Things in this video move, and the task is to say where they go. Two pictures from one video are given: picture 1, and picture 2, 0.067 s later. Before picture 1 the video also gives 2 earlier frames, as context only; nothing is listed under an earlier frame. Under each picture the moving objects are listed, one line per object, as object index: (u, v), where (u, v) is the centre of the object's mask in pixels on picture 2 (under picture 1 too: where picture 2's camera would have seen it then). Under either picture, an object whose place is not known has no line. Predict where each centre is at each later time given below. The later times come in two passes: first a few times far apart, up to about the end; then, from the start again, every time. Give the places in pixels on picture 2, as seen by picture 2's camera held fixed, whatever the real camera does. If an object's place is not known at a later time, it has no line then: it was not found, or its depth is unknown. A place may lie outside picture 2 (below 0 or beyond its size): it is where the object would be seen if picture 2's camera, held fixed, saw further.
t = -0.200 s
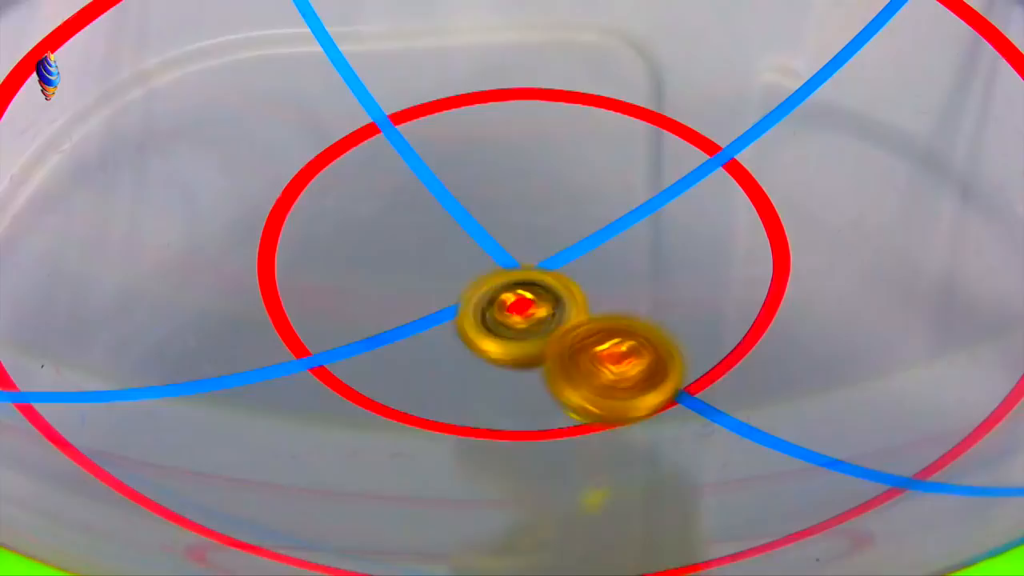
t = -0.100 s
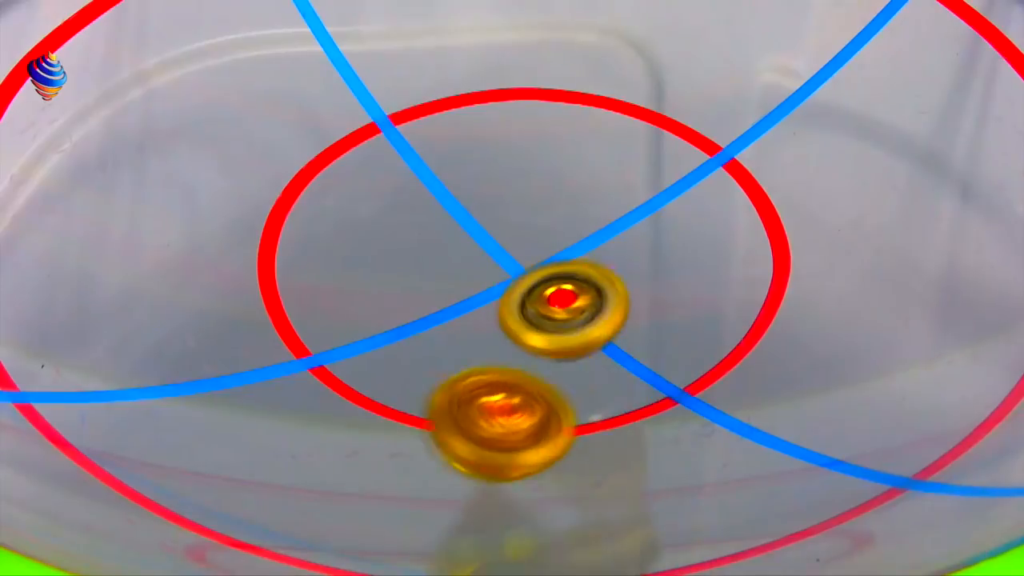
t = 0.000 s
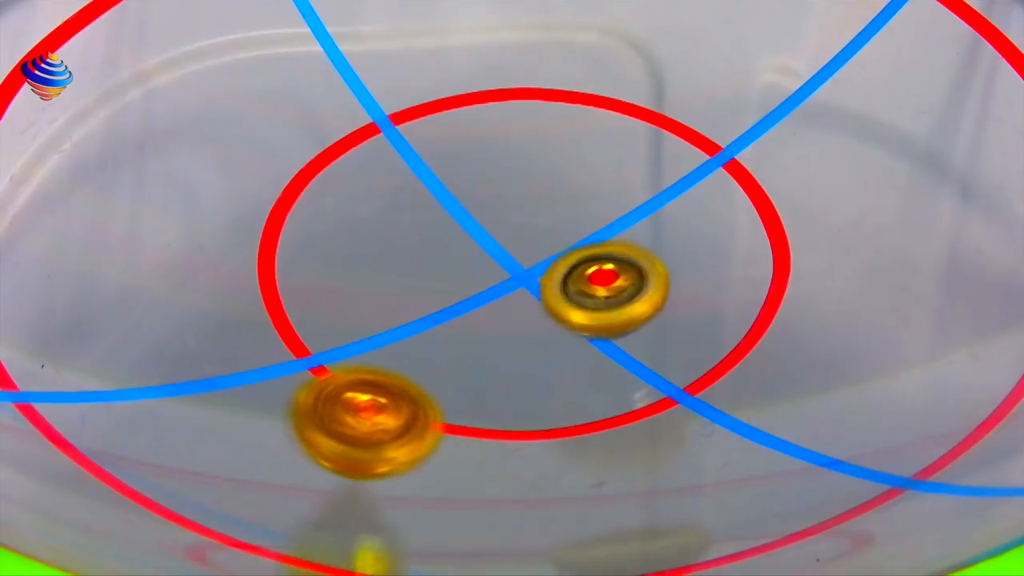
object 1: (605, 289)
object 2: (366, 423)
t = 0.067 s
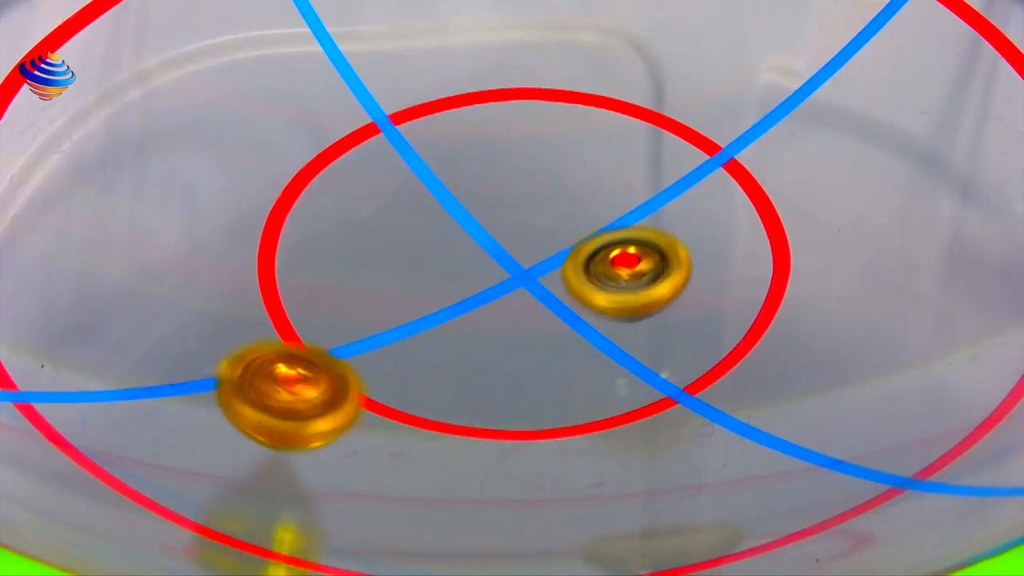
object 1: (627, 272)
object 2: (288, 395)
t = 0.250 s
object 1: (633, 217)
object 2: (230, 260)
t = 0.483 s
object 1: (506, 187)
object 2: (448, 109)
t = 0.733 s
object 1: (382, 253)
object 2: (762, 123)
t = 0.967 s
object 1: (480, 327)
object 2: (856, 283)
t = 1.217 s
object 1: (641, 239)
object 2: (579, 385)
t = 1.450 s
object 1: (571, 116)
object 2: (349, 238)
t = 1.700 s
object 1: (521, 70)
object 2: (299, 85)
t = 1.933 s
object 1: (556, 122)
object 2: (381, 113)
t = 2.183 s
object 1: (675, 171)
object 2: (485, 248)
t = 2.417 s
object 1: (711, 189)
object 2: (503, 328)
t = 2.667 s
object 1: (641, 229)
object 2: (459, 309)
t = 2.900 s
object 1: (641, 265)
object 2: (368, 242)
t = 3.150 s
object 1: (723, 244)
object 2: (354, 192)
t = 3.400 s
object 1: (653, 206)
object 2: (519, 220)
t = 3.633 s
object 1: (642, 170)
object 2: (438, 287)
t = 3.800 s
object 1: (557, 180)
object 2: (405, 287)
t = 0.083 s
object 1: (632, 267)
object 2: (275, 385)
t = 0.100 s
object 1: (636, 263)
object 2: (262, 375)
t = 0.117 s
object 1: (639, 257)
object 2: (250, 364)
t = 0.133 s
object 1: (641, 252)
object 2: (241, 352)
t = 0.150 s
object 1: (642, 248)
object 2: (234, 340)
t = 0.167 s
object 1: (643, 242)
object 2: (228, 326)
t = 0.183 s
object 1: (643, 237)
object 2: (225, 314)
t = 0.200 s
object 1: (641, 232)
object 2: (223, 301)
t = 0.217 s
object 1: (640, 227)
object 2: (224, 287)
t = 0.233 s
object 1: (636, 222)
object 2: (226, 273)
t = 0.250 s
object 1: (633, 217)
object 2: (230, 260)
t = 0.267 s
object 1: (628, 212)
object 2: (236, 247)
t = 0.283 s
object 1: (622, 208)
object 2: (244, 233)
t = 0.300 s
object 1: (616, 205)
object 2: (254, 220)
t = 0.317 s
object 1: (608, 201)
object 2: (266, 207)
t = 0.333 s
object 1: (601, 198)
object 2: (278, 196)
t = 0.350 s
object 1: (593, 195)
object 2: (293, 183)
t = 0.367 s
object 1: (584, 193)
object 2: (309, 172)
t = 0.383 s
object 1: (574, 191)
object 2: (326, 161)
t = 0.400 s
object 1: (563, 189)
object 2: (345, 151)
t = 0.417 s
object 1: (552, 188)
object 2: (364, 141)
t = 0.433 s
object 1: (541, 187)
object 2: (383, 132)
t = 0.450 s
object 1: (530, 187)
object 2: (404, 124)
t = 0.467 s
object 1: (518, 187)
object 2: (426, 116)
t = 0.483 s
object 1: (506, 187)
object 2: (448, 109)
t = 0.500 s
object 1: (494, 189)
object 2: (469, 103)
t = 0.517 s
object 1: (483, 190)
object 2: (491, 98)
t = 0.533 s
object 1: (470, 193)
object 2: (513, 93)
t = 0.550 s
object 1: (460, 195)
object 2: (535, 90)
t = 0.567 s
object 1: (448, 198)
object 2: (558, 88)
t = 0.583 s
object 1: (438, 202)
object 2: (581, 86)
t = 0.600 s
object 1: (429, 206)
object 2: (604, 86)
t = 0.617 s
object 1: (419, 211)
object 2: (625, 87)
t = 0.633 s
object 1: (411, 216)
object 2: (646, 89)
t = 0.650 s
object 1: (403, 221)
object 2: (666, 92)
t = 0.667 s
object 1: (396, 227)
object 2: (686, 96)
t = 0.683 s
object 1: (392, 233)
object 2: (707, 101)
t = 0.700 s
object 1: (388, 239)
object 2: (725, 107)
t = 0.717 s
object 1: (384, 246)
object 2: (744, 114)
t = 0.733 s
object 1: (382, 253)
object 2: (762, 123)
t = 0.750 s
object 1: (380, 259)
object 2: (778, 131)
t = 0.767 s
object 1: (380, 266)
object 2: (794, 140)
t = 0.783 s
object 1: (382, 273)
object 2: (809, 151)
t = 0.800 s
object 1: (385, 280)
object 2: (822, 161)
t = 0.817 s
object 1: (389, 287)
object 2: (833, 172)
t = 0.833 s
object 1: (393, 293)
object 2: (843, 184)
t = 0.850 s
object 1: (400, 299)
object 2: (851, 195)
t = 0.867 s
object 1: (409, 305)
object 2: (858, 208)
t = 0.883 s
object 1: (418, 311)
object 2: (862, 220)
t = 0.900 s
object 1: (429, 316)
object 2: (865, 232)
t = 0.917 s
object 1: (439, 319)
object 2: (866, 245)
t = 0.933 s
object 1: (452, 323)
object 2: (864, 258)
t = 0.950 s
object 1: (466, 325)
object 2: (861, 270)
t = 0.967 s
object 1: (480, 327)
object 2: (856, 283)
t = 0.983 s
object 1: (494, 328)
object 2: (848, 295)
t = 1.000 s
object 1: (508, 326)
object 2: (839, 307)
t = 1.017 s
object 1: (524, 325)
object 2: (827, 319)
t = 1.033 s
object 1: (539, 322)
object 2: (813, 330)
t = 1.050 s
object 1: (553, 318)
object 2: (798, 340)
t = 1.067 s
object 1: (565, 313)
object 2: (781, 349)
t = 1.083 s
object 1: (578, 308)
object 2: (763, 358)
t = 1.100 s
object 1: (591, 301)
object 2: (743, 365)
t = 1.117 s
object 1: (602, 294)
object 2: (723, 372)
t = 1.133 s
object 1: (613, 286)
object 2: (700, 378)
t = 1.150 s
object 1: (620, 277)
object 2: (676, 382)
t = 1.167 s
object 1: (627, 269)
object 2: (652, 385)
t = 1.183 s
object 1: (634, 259)
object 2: (628, 386)
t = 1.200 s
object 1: (638, 249)
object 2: (604, 386)
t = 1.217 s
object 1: (641, 239)
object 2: (579, 385)
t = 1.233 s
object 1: (643, 229)
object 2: (554, 382)
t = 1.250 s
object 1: (644, 218)
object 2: (532, 377)
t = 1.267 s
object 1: (643, 208)
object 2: (510, 371)
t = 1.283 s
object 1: (641, 197)
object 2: (488, 363)
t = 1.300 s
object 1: (638, 188)
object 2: (469, 356)
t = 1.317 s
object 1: (635, 177)
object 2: (448, 345)
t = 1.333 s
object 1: (630, 169)
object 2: (430, 334)
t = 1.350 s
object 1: (623, 160)
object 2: (413, 322)
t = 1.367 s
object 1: (616, 152)
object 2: (397, 309)
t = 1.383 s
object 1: (609, 144)
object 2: (384, 295)
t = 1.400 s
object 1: (601, 136)
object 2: (373, 282)
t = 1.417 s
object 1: (591, 129)
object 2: (363, 267)
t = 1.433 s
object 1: (581, 121)
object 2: (355, 252)
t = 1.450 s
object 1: (571, 116)
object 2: (349, 238)
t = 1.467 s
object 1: (560, 111)
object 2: (345, 223)
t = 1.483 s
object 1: (548, 107)
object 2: (342, 208)
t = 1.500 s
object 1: (536, 101)
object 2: (341, 194)
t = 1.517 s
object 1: (524, 99)
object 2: (342, 179)
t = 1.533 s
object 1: (512, 96)
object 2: (345, 164)
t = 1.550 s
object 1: (500, 95)
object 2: (348, 150)
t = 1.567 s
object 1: (486, 93)
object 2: (354, 136)
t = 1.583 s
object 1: (475, 93)
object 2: (360, 124)
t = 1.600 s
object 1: (477, 89)
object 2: (353, 114)
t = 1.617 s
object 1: (485, 83)
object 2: (340, 108)
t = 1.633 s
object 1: (494, 79)
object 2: (329, 101)
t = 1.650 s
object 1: (501, 75)
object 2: (319, 97)
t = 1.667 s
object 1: (508, 73)
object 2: (310, 92)
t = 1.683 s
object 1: (515, 71)
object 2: (304, 88)
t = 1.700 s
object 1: (521, 70)
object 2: (299, 85)
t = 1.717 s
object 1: (527, 69)
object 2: (296, 82)
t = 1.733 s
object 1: (531, 71)
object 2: (295, 80)
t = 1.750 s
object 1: (536, 72)
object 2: (295, 80)
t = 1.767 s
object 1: (539, 75)
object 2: (296, 79)
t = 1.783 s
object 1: (543, 77)
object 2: (299, 80)
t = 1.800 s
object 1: (545, 80)
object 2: (304, 81)
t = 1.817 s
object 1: (548, 84)
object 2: (310, 83)
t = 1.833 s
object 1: (549, 89)
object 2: (317, 86)
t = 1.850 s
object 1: (552, 93)
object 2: (325, 90)
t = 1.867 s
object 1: (552, 99)
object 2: (335, 93)
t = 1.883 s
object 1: (554, 105)
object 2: (345, 97)
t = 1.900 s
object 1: (555, 110)
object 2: (357, 102)
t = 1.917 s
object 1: (556, 116)
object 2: (368, 108)
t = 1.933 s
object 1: (556, 122)
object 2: (381, 113)
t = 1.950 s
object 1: (557, 129)
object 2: (395, 120)
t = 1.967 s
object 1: (558, 135)
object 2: (410, 126)
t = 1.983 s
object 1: (559, 141)
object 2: (425, 133)
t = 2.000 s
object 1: (560, 147)
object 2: (439, 140)
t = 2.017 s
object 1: (570, 152)
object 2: (446, 148)
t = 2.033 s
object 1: (582, 154)
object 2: (450, 159)
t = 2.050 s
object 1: (595, 157)
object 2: (454, 168)
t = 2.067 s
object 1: (608, 159)
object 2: (457, 179)
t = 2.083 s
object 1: (618, 161)
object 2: (461, 189)
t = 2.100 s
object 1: (629, 163)
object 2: (466, 199)
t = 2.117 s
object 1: (640, 165)
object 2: (469, 210)
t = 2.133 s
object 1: (650, 167)
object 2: (474, 220)
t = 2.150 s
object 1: (660, 169)
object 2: (478, 230)
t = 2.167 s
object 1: (667, 169)
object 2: (482, 239)
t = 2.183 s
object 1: (675, 171)
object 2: (485, 248)
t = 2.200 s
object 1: (683, 172)
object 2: (489, 257)
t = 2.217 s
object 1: (689, 174)
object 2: (493, 266)
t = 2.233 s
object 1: (695, 174)
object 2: (496, 274)
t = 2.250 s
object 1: (699, 175)
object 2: (499, 281)
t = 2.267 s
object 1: (704, 177)
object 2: (501, 288)
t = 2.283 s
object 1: (707, 178)
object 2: (503, 295)
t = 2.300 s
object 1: (710, 179)
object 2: (505, 301)
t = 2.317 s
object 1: (712, 180)
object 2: (506, 307)
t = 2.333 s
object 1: (713, 181)
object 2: (506, 312)
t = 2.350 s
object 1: (714, 182)
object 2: (506, 316)
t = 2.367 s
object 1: (715, 184)
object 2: (506, 320)
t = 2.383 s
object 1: (715, 185)
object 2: (505, 323)
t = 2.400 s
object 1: (713, 187)
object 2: (504, 326)
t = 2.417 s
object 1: (711, 189)
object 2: (503, 328)
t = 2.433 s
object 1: (710, 190)
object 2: (501, 330)
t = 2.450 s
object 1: (707, 192)
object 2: (499, 331)
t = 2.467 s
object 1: (705, 194)
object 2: (496, 332)
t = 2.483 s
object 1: (700, 196)
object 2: (493, 332)
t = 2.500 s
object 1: (697, 199)
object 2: (490, 332)
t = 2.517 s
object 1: (692, 201)
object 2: (487, 331)
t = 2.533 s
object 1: (688, 204)
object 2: (484, 331)
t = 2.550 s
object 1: (683, 206)
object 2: (481, 329)
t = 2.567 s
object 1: (677, 209)
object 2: (477, 327)
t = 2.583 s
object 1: (672, 212)
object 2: (474, 325)
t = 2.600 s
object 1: (667, 215)
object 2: (470, 323)
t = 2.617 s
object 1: (661, 218)
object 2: (467, 320)
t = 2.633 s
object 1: (654, 222)
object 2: (464, 316)
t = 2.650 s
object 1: (648, 226)
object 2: (461, 313)
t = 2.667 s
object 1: (641, 229)
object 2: (459, 309)
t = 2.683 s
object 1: (634, 233)
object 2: (456, 305)
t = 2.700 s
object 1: (627, 236)
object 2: (454, 301)
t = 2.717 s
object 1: (620, 240)
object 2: (453, 296)
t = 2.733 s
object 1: (613, 244)
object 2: (451, 291)
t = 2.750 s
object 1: (606, 247)
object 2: (450, 287)
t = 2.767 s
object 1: (598, 251)
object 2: (450, 282)
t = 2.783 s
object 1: (591, 255)
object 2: (450, 277)
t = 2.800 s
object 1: (584, 258)
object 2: (450, 272)
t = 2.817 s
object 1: (579, 261)
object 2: (448, 267)
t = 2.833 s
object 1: (588, 262)
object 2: (433, 262)
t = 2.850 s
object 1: (602, 264)
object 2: (415, 257)
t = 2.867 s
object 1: (617, 263)
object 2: (398, 252)
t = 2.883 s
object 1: (629, 264)
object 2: (382, 247)
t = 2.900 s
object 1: (641, 265)
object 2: (368, 242)
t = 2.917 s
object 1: (651, 265)
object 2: (355, 236)
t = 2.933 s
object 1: (662, 264)
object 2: (344, 231)
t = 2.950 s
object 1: (671, 264)
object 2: (335, 226)
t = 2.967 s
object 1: (681, 264)
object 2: (326, 221)
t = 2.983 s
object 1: (687, 263)
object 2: (320, 217)
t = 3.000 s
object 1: (695, 262)
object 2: (315, 212)
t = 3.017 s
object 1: (701, 261)
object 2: (312, 209)
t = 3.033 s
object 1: (707, 260)
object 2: (312, 205)
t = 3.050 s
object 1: (711, 258)
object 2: (313, 202)
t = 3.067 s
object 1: (715, 257)
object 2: (315, 200)
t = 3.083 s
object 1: (719, 254)
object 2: (320, 197)
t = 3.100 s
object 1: (721, 252)
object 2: (326, 195)
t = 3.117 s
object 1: (722, 250)
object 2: (334, 194)
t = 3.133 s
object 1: (723, 248)
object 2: (343, 193)
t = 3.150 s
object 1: (723, 244)
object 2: (354, 192)
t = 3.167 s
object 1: (722, 241)
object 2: (366, 193)
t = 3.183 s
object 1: (719, 238)
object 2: (378, 193)
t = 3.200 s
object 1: (717, 235)
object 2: (392, 193)
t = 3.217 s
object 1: (713, 232)
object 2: (407, 194)
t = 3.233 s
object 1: (707, 229)
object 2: (422, 196)
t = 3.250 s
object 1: (700, 226)
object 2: (437, 197)
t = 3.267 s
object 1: (693, 223)
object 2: (452, 199)
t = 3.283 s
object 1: (684, 220)
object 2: (468, 201)
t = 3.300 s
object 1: (675, 218)
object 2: (483, 203)
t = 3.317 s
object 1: (663, 216)
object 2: (499, 205)
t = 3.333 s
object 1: (653, 215)
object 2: (514, 208)
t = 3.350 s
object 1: (648, 213)
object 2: (521, 210)
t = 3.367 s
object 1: (651, 210)
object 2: (520, 213)
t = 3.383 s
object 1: (652, 208)
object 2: (520, 216)
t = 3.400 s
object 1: (653, 206)
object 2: (519, 220)
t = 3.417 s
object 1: (652, 204)
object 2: (519, 223)
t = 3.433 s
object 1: (650, 203)
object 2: (519, 227)
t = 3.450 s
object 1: (646, 202)
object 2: (521, 230)
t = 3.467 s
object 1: (642, 201)
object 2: (520, 234)
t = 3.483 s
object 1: (644, 198)
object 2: (513, 239)
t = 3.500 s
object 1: (650, 193)
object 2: (503, 247)
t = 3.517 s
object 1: (653, 188)
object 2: (492, 254)
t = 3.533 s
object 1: (655, 185)
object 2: (483, 260)
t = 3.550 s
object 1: (655, 181)
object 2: (474, 265)
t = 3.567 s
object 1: (655, 179)
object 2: (466, 271)
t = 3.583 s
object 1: (653, 175)
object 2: (458, 276)
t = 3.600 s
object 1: (650, 173)
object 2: (451, 280)
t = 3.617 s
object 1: (646, 171)
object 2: (444, 284)
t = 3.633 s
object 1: (642, 170)
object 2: (438, 287)
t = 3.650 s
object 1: (636, 168)
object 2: (432, 289)
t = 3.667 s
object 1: (629, 168)
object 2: (427, 291)
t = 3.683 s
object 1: (622, 167)
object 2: (422, 293)
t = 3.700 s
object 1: (615, 167)
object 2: (418, 293)
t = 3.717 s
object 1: (605, 167)
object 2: (415, 294)
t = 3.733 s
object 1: (596, 169)
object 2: (412, 294)
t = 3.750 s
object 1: (586, 170)
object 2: (409, 293)
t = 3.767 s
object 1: (577, 173)
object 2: (407, 292)
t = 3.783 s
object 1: (567, 176)
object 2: (406, 290)
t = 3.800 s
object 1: (557, 180)
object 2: (405, 287)
